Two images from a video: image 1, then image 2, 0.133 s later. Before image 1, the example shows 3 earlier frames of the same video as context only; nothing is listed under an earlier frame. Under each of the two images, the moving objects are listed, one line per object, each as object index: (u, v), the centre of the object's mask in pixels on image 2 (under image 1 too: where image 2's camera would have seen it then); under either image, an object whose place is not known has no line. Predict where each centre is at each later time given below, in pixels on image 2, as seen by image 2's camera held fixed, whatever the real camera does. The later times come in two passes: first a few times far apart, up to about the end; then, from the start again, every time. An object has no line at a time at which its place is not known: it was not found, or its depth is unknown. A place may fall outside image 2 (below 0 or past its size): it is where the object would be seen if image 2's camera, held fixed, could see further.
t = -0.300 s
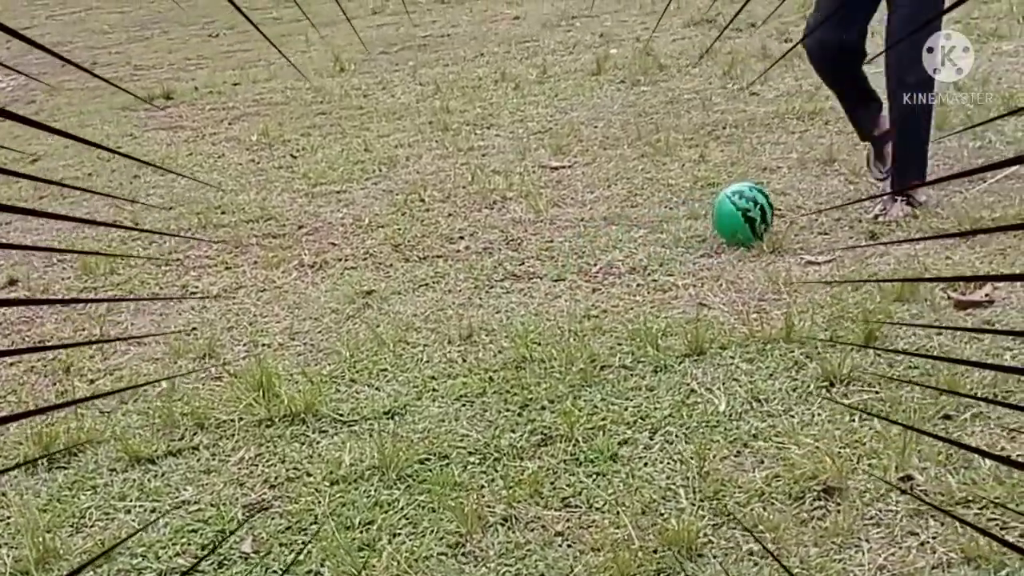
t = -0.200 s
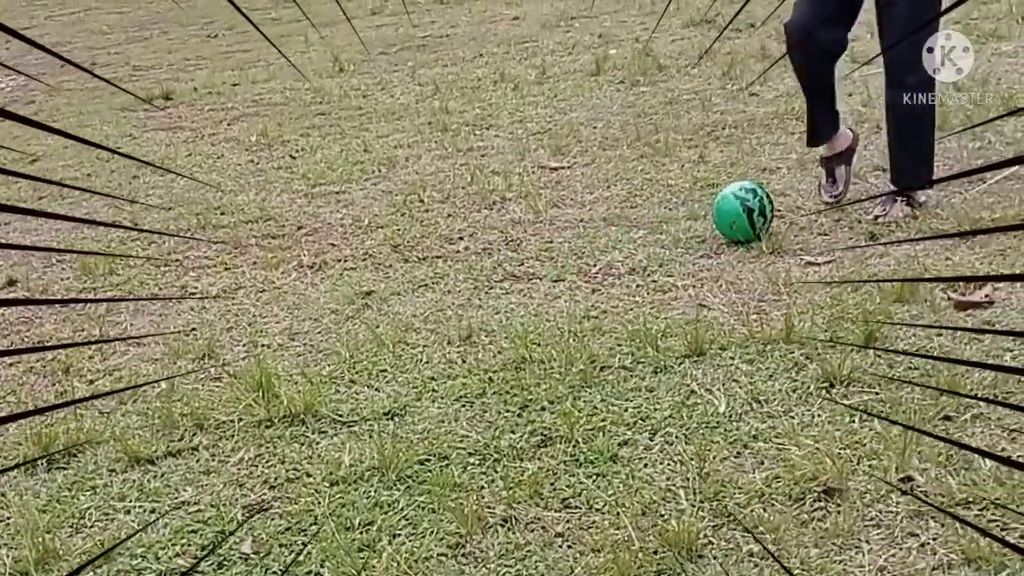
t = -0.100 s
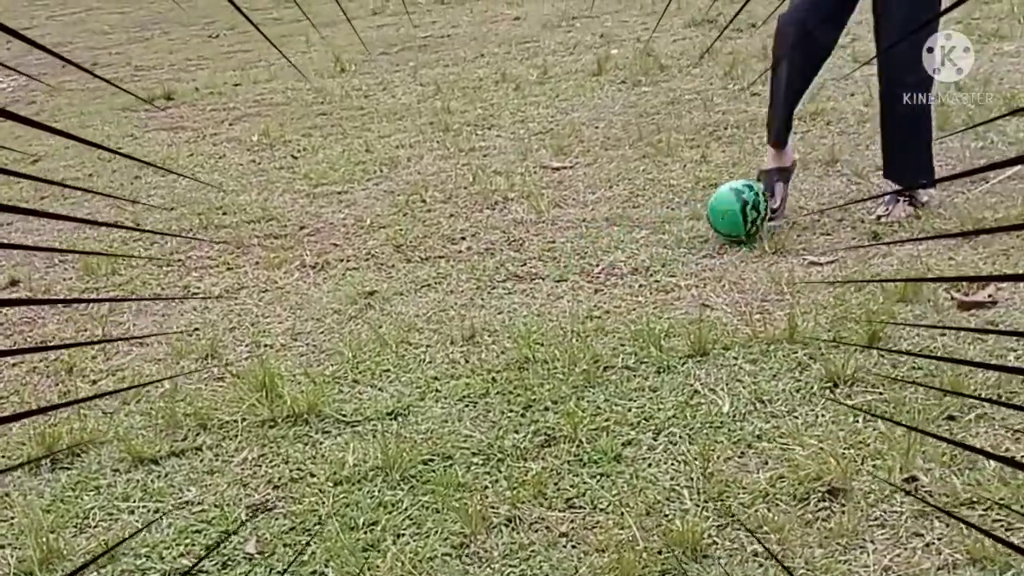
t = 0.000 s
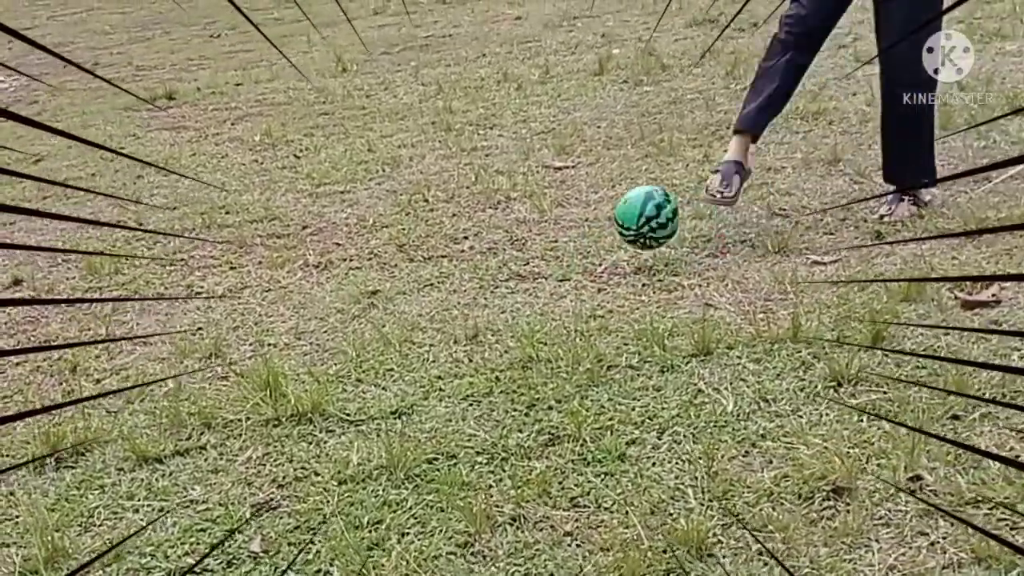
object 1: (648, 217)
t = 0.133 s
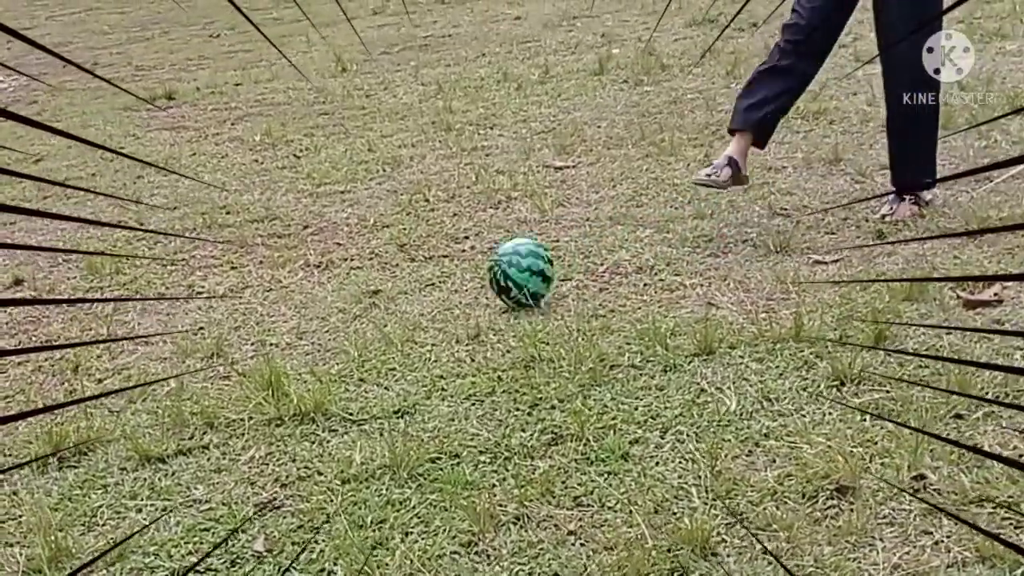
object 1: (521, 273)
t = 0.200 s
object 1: (465, 285)
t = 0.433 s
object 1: (319, 318)
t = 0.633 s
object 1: (235, 336)
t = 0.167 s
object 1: (492, 284)
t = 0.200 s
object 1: (465, 285)
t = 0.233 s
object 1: (440, 289)
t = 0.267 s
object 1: (415, 296)
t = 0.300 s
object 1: (391, 303)
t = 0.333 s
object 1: (372, 306)
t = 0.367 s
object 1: (353, 308)
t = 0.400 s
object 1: (335, 312)
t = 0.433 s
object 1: (319, 318)
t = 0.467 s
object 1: (303, 326)
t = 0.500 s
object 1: (290, 330)
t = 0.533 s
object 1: (275, 328)
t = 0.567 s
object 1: (262, 328)
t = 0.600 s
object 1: (249, 330)
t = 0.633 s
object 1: (235, 336)
